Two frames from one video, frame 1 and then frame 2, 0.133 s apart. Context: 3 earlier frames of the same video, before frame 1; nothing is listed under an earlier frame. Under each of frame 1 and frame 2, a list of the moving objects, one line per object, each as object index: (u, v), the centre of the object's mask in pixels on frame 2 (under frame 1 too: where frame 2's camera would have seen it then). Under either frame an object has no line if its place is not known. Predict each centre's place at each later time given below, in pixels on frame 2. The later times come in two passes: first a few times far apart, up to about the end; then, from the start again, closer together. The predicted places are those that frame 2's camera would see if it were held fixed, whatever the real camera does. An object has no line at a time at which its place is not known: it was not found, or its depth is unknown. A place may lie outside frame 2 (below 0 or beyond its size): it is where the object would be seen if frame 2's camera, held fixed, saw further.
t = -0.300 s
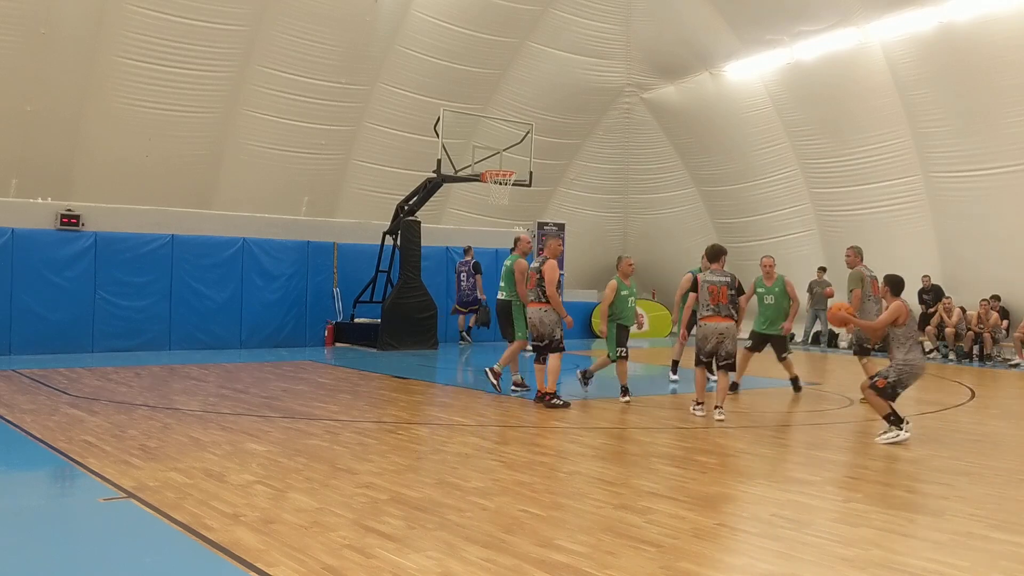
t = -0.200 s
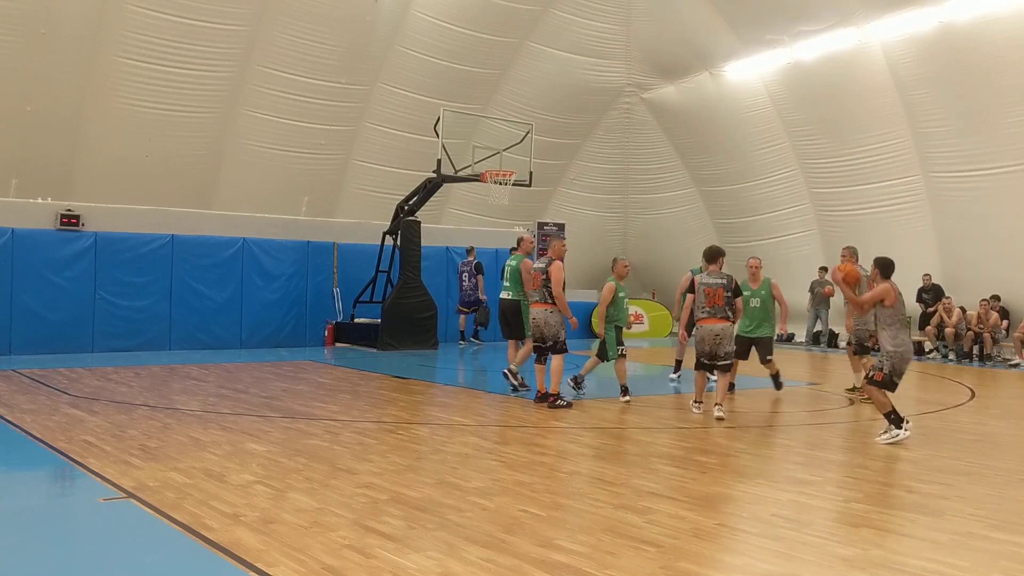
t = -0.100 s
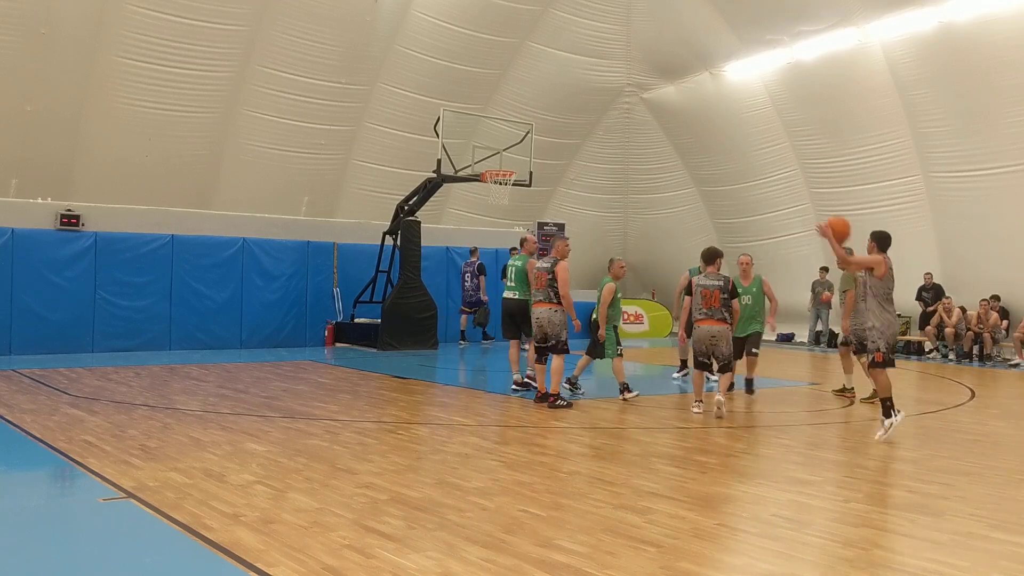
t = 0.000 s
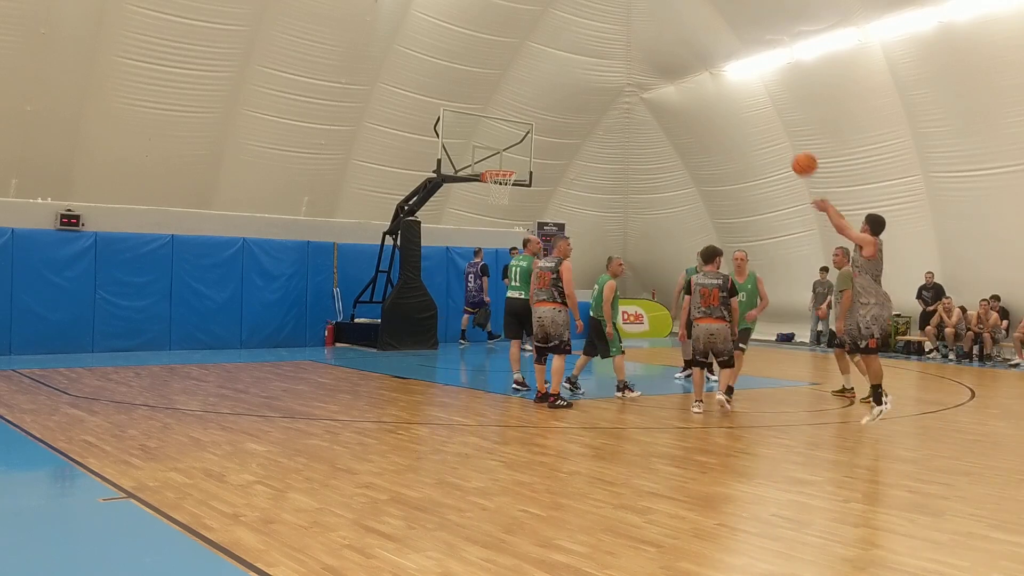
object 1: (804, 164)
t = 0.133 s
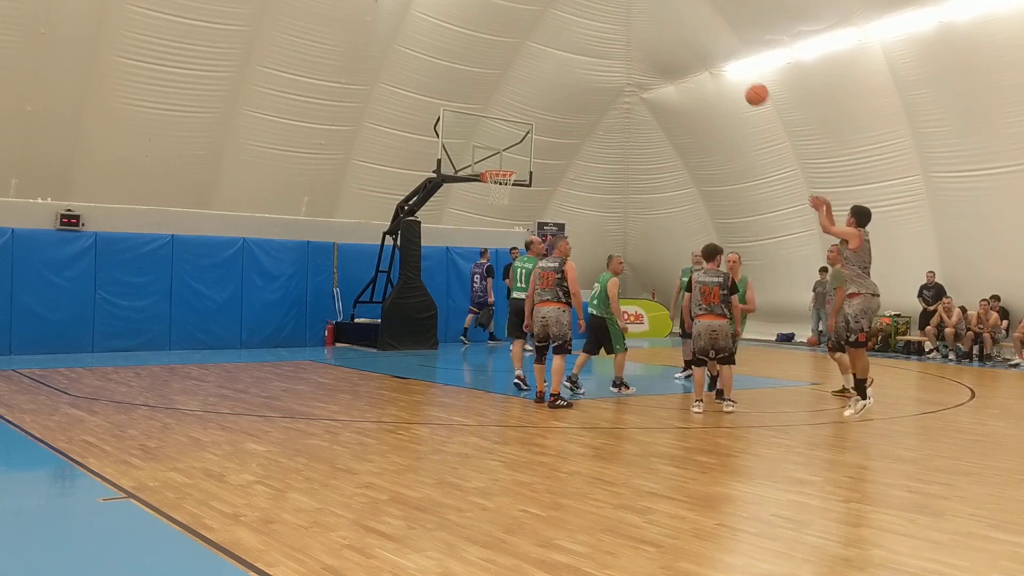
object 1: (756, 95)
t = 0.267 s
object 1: (714, 48)
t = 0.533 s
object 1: (641, 9)
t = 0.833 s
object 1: (573, 34)
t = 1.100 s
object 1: (524, 101)
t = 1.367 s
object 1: (517, 157)
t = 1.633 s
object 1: (605, 143)
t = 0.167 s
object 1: (745, 81)
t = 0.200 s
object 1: (734, 68)
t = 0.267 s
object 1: (714, 48)
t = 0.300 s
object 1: (703, 39)
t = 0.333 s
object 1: (694, 32)
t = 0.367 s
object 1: (684, 26)
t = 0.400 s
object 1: (675, 20)
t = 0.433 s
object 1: (666, 16)
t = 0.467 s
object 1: (658, 13)
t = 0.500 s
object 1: (649, 11)
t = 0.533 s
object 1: (641, 9)
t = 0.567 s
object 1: (633, 9)
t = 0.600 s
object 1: (625, 9)
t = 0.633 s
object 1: (617, 10)
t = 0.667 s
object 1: (609, 12)
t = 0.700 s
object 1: (602, 15)
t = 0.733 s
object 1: (594, 19)
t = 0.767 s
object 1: (587, 23)
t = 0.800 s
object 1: (580, 28)
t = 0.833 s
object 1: (573, 34)
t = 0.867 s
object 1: (567, 40)
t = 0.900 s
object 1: (560, 47)
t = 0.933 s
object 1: (554, 55)
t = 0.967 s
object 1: (547, 63)
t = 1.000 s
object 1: (541, 72)
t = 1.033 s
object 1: (535, 81)
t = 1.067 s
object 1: (529, 91)
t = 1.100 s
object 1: (524, 101)
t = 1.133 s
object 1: (518, 112)
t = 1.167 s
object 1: (513, 123)
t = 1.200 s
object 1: (507, 135)
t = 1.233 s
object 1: (502, 147)
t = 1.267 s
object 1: (497, 160)
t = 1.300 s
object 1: (496, 165)
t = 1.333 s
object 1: (506, 162)
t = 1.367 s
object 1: (517, 157)
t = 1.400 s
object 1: (528, 153)
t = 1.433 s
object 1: (539, 150)
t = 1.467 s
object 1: (549, 146)
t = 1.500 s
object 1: (560, 145)
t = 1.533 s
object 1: (571, 144)
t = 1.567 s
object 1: (582, 142)
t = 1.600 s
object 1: (594, 142)
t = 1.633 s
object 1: (605, 143)
